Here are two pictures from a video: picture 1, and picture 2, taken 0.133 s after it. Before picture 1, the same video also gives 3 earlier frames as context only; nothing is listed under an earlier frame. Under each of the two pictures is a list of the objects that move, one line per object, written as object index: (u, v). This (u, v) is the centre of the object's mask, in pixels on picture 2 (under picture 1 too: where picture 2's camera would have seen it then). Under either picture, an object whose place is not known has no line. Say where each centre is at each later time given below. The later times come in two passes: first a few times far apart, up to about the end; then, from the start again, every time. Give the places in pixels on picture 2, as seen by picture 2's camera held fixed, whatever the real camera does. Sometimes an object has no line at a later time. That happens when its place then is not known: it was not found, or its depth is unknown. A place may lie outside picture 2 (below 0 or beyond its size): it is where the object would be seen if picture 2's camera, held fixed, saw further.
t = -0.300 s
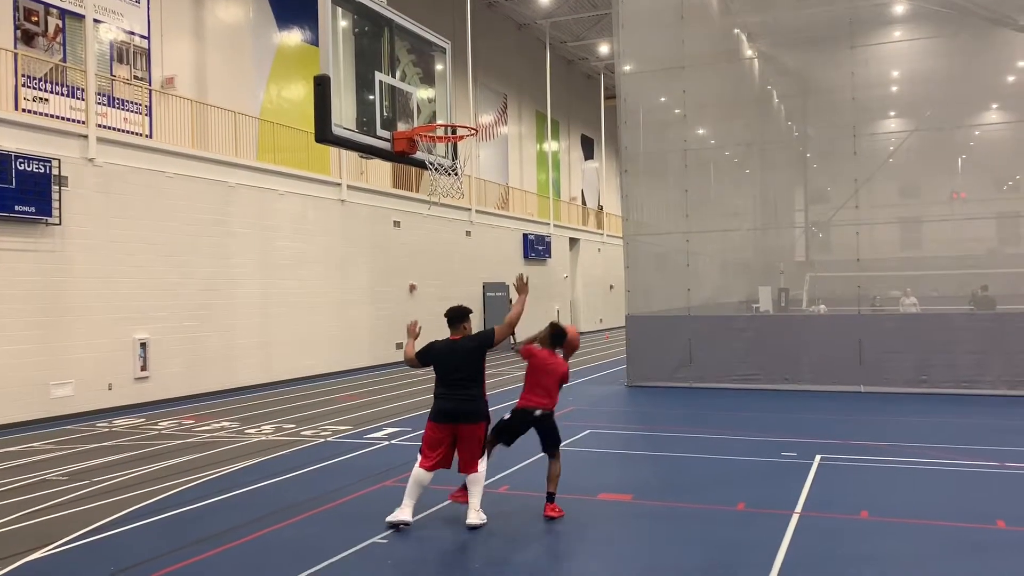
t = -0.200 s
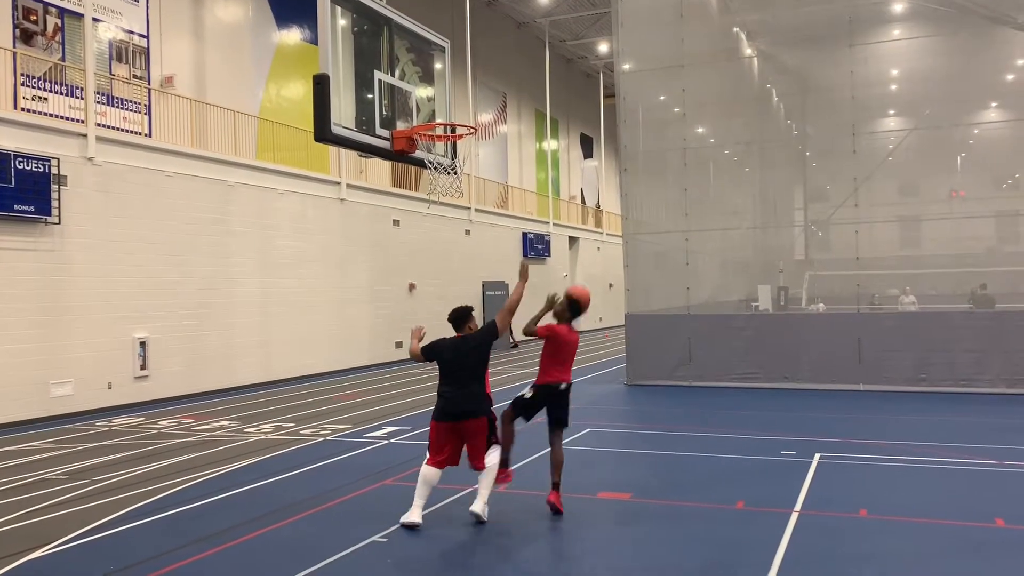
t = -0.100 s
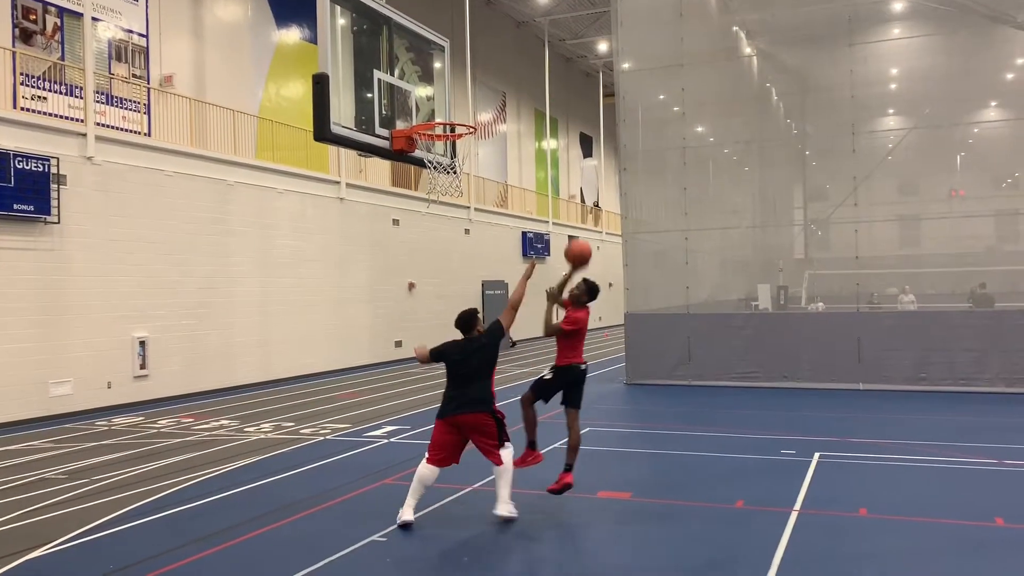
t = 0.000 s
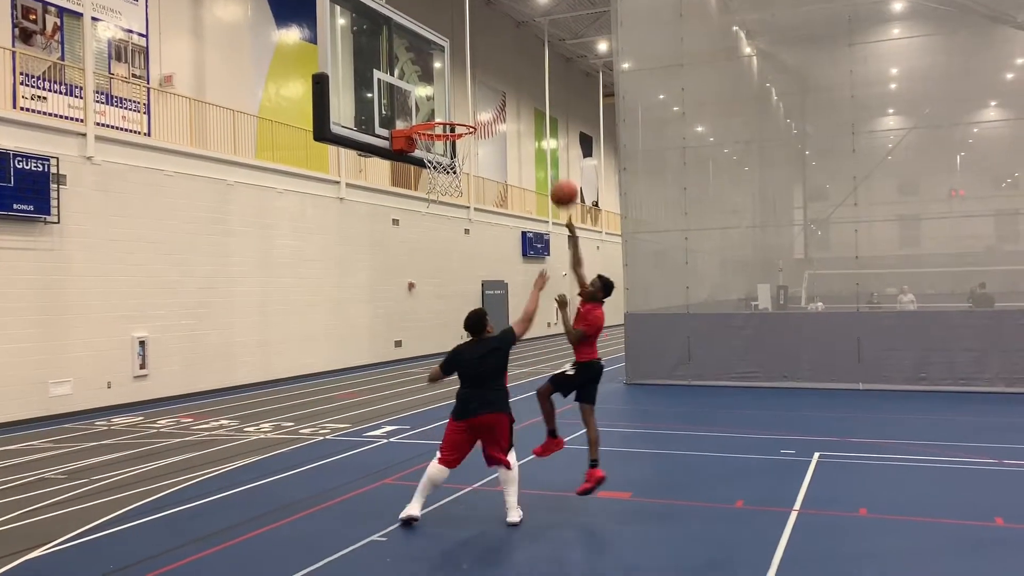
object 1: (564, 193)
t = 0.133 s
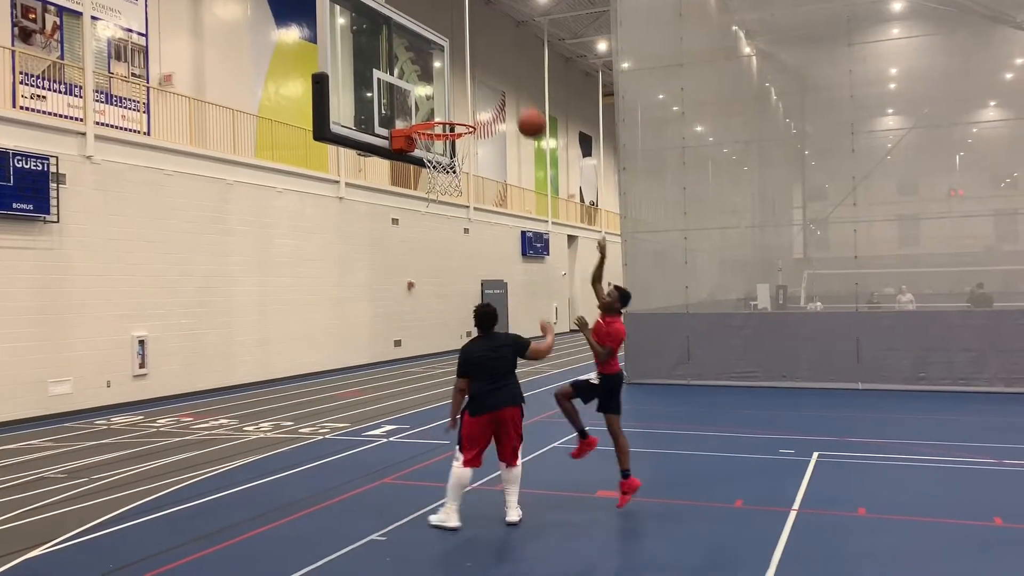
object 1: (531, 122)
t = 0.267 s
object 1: (499, 71)
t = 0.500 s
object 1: (442, 30)
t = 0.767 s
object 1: (415, 60)
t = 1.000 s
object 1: (430, 77)
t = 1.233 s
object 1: (445, 60)
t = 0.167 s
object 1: (524, 108)
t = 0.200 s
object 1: (515, 94)
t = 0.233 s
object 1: (507, 82)
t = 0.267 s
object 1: (499, 71)
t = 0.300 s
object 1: (491, 61)
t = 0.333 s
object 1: (483, 53)
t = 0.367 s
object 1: (475, 46)
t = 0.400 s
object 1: (467, 40)
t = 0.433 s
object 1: (459, 35)
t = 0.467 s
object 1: (450, 32)
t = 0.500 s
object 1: (442, 30)
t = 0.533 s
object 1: (433, 29)
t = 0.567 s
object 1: (424, 30)
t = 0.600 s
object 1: (416, 32)
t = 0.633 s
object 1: (408, 37)
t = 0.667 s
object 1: (410, 40)
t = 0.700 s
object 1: (411, 46)
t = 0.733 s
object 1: (413, 52)
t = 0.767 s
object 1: (415, 60)
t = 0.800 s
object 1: (418, 70)
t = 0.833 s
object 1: (419, 82)
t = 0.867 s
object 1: (422, 95)
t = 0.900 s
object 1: (424, 107)
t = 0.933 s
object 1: (426, 96)
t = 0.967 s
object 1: (427, 86)
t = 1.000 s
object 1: (430, 77)
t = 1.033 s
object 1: (432, 70)
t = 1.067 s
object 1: (434, 65)
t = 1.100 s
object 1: (435, 61)
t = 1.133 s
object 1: (438, 58)
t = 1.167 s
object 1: (440, 57)
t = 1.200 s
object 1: (442, 57)
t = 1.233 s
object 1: (445, 60)
